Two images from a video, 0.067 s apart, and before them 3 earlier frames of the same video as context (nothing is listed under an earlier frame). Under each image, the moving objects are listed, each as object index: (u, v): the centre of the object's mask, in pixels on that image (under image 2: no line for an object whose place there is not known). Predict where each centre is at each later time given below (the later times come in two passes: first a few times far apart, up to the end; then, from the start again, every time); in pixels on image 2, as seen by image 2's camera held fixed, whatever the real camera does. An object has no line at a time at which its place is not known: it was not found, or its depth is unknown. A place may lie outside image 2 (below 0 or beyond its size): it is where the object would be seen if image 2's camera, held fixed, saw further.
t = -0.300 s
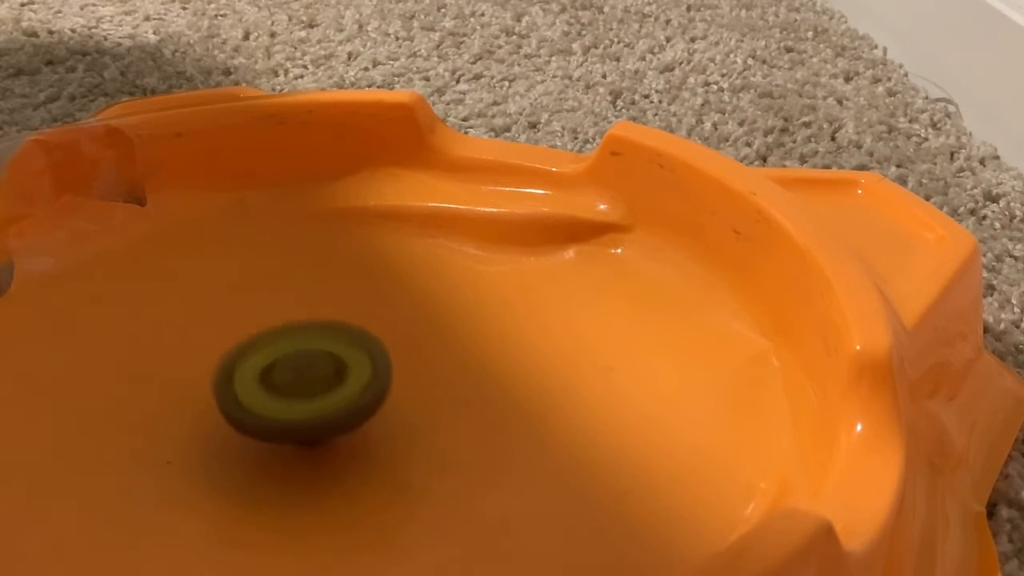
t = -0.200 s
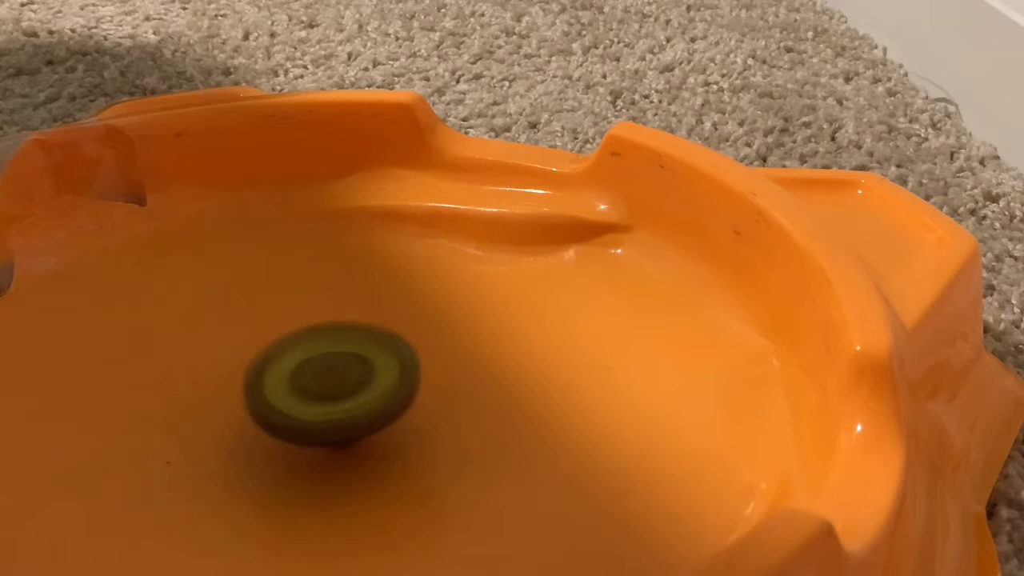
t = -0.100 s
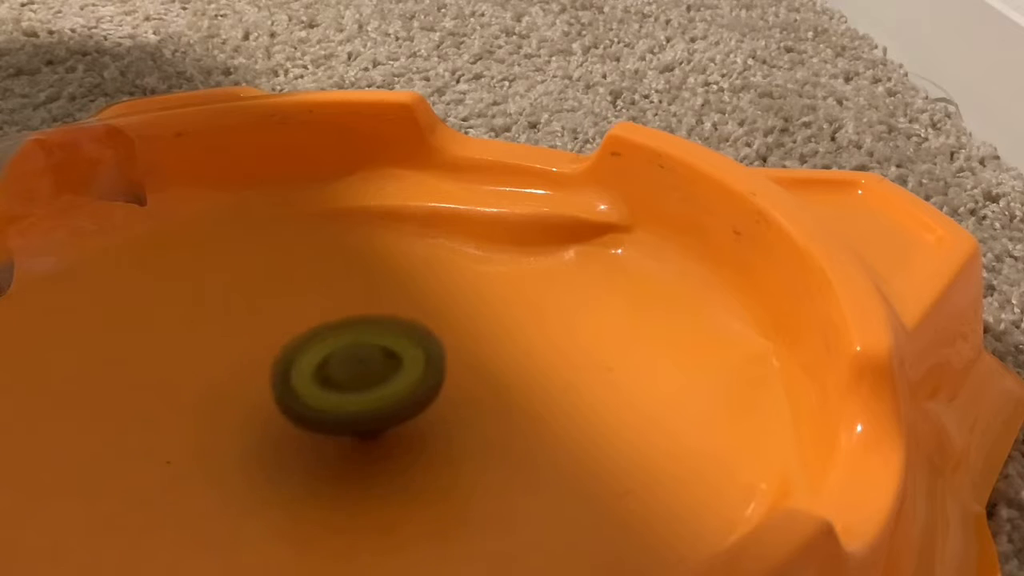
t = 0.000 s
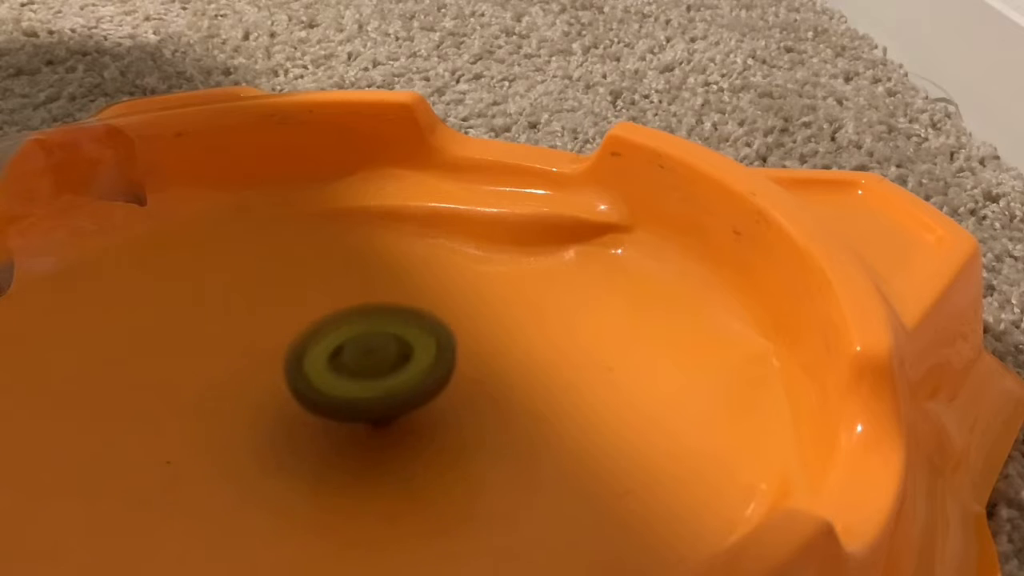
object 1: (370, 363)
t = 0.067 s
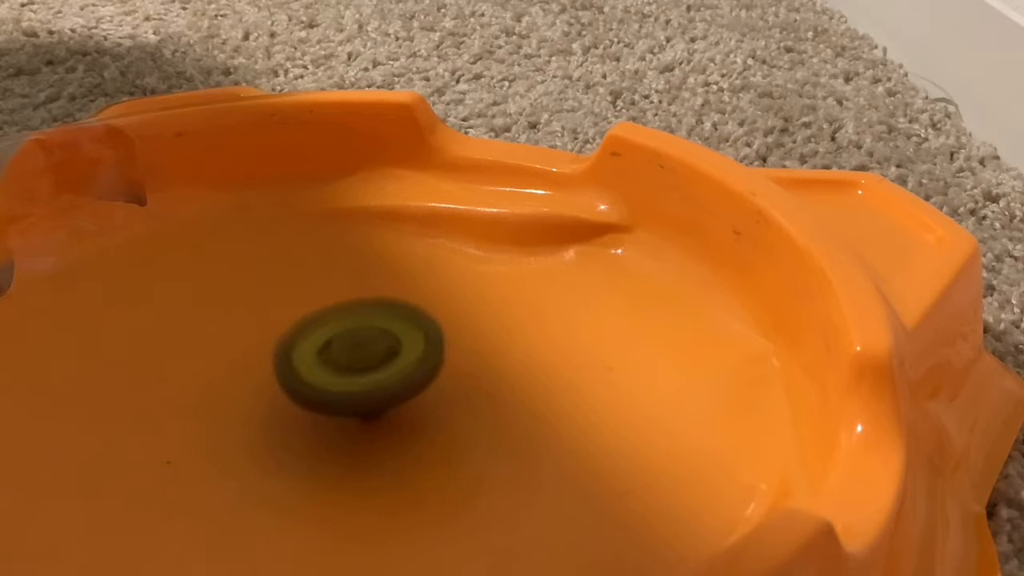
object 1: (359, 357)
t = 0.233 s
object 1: (306, 382)
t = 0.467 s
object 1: (305, 432)
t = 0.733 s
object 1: (371, 467)
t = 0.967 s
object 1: (411, 425)
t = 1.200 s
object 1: (308, 410)
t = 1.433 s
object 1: (186, 447)
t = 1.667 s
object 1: (126, 495)
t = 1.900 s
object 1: (181, 497)
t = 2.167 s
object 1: (223, 436)
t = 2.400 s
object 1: (149, 405)
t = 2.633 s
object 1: (82, 404)
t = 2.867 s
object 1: (82, 436)
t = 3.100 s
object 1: (196, 428)
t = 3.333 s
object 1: (299, 383)
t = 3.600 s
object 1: (286, 335)
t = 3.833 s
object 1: (228, 358)
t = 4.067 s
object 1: (259, 416)
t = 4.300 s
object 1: (366, 426)
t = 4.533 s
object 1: (418, 393)
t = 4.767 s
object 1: (344, 379)
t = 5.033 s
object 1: (243, 440)
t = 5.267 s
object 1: (267, 490)
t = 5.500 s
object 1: (344, 478)
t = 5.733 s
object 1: (309, 422)
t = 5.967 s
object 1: (196, 405)
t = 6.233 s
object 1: (80, 426)
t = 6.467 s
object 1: (80, 469)
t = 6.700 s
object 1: (188, 456)
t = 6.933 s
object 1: (273, 406)
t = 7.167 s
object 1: (271, 356)
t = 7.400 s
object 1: (234, 348)
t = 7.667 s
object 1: (204, 385)
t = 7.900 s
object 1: (265, 429)
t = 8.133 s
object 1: (361, 427)
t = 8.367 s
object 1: (392, 401)
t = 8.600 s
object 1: (346, 388)
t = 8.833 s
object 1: (256, 415)
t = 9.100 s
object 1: (217, 469)
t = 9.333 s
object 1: (256, 481)
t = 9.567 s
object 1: (301, 452)
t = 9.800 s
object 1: (260, 402)
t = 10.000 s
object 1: (184, 386)
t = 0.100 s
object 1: (349, 358)
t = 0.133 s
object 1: (337, 361)
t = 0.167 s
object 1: (325, 367)
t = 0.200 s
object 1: (315, 374)
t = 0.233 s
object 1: (306, 382)
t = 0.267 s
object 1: (299, 390)
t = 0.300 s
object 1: (295, 398)
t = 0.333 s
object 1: (294, 406)
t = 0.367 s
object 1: (295, 414)
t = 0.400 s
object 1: (297, 421)
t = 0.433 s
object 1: (301, 427)
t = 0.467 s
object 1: (305, 432)
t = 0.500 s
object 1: (308, 439)
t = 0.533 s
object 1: (312, 446)
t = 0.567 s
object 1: (317, 453)
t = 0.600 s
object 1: (325, 459)
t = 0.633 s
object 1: (334, 464)
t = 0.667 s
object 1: (346, 467)
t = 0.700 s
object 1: (358, 468)
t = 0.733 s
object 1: (371, 467)
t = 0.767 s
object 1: (383, 464)
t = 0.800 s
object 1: (395, 460)
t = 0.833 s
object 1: (404, 454)
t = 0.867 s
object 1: (411, 448)
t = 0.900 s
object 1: (415, 440)
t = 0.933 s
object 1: (415, 432)
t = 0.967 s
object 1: (411, 425)
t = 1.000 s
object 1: (403, 420)
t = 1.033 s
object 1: (391, 415)
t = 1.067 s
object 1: (376, 412)
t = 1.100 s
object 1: (359, 410)
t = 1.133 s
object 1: (342, 409)
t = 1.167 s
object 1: (325, 409)
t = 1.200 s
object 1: (308, 410)
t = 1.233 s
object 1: (291, 412)
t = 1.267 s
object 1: (272, 415)
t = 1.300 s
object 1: (254, 419)
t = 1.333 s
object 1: (236, 425)
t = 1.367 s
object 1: (219, 432)
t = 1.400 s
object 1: (202, 439)
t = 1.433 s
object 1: (186, 447)
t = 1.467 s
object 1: (170, 454)
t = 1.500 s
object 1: (157, 461)
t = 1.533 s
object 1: (145, 468)
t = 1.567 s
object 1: (136, 475)
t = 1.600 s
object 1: (130, 482)
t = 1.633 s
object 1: (127, 489)
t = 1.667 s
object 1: (126, 495)
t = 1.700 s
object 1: (128, 500)
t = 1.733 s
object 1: (133, 502)
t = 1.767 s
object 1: (140, 504)
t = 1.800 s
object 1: (148, 504)
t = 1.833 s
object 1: (158, 504)
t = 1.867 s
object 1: (169, 501)
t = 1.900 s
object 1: (181, 497)
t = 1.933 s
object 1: (192, 492)
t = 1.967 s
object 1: (203, 485)
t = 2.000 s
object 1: (214, 477)
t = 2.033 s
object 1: (221, 468)
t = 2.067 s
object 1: (226, 460)
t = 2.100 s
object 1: (228, 451)
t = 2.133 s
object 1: (227, 443)
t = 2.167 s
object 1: (223, 436)
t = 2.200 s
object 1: (215, 429)
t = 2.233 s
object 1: (206, 423)
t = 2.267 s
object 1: (197, 418)
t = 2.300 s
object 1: (186, 414)
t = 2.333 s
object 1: (174, 410)
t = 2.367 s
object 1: (162, 407)
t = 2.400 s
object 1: (149, 405)
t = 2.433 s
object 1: (135, 402)
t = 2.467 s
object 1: (123, 400)
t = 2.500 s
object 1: (112, 399)
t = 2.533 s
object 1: (101, 400)
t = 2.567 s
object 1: (93, 400)
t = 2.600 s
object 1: (87, 402)
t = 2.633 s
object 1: (82, 404)
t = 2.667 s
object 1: (78, 406)
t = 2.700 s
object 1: (73, 410)
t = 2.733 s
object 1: (72, 414)
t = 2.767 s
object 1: (71, 419)
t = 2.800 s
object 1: (72, 424)
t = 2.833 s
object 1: (76, 430)
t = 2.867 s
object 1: (82, 436)
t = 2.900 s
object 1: (91, 440)
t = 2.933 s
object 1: (104, 442)
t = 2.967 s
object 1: (121, 442)
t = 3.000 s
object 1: (140, 440)
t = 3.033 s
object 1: (159, 437)
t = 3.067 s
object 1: (177, 432)
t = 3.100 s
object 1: (196, 428)
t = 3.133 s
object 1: (214, 423)
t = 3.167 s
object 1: (232, 419)
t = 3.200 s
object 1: (248, 413)
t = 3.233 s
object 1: (265, 406)
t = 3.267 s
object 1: (279, 399)
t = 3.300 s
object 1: (291, 391)
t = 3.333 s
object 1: (299, 383)
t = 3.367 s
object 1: (304, 374)
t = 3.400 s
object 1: (306, 367)
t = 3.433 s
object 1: (305, 360)
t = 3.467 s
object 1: (304, 354)
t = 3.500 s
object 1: (302, 348)
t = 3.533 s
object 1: (299, 343)
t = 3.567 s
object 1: (294, 339)
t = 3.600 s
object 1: (286, 335)
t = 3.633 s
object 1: (278, 334)
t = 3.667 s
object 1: (269, 334)
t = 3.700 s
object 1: (260, 336)
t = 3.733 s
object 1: (250, 339)
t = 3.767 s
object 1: (241, 345)
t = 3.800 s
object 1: (234, 351)
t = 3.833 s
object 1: (228, 358)
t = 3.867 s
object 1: (224, 366)
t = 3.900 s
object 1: (222, 374)
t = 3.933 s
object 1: (226, 383)
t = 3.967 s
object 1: (232, 391)
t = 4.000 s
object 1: (239, 400)
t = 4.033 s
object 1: (248, 408)
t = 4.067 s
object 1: (259, 416)
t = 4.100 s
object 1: (274, 423)
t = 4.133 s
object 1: (288, 426)
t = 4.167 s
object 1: (306, 427)
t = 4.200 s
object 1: (323, 427)
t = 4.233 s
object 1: (338, 428)
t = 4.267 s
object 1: (352, 428)
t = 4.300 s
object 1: (366, 426)
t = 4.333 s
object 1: (380, 423)
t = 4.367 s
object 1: (391, 419)
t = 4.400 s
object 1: (400, 414)
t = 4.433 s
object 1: (408, 409)
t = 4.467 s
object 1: (414, 404)
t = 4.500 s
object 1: (417, 398)
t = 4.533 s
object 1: (418, 393)
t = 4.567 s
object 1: (415, 388)
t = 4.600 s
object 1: (408, 384)
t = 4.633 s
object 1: (399, 380)
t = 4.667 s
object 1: (387, 378)
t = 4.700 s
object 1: (373, 377)
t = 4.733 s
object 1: (359, 378)
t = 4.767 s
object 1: (344, 379)
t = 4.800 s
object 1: (327, 382)
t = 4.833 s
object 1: (311, 388)
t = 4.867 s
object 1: (296, 394)
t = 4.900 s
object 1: (283, 402)
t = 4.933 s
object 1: (270, 410)
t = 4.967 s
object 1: (258, 420)
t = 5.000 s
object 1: (249, 430)
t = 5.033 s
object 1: (243, 440)
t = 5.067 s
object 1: (238, 450)
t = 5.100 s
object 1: (239, 459)
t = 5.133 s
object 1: (241, 467)
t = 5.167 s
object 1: (245, 473)
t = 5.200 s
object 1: (251, 480)
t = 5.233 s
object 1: (258, 485)
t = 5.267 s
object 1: (267, 490)
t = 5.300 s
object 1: (276, 493)
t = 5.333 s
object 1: (288, 495)
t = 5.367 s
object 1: (300, 495)
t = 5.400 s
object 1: (314, 493)
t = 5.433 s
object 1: (324, 490)
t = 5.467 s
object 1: (335, 484)
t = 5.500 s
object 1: (344, 478)
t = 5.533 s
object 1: (352, 469)
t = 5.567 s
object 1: (354, 460)
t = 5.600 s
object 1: (352, 451)
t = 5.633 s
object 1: (346, 442)
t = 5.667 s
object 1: (336, 434)
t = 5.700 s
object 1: (323, 428)
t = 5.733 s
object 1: (309, 422)
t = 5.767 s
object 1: (296, 417)
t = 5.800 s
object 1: (282, 411)
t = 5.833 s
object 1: (266, 408)
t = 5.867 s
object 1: (248, 405)
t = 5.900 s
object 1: (230, 404)
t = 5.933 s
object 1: (212, 404)
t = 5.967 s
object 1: (196, 405)
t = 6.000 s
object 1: (179, 406)
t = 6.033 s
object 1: (163, 409)
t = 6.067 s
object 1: (146, 411)
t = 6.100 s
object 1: (129, 413)
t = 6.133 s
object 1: (114, 416)
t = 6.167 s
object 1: (99, 418)
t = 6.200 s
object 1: (88, 422)
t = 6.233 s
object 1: (80, 426)
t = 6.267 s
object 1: (74, 431)
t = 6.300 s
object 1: (70, 437)
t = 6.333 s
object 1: (68, 443)
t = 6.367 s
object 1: (67, 450)
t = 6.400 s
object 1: (70, 457)
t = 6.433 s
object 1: (74, 464)
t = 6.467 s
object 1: (80, 469)
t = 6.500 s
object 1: (89, 473)
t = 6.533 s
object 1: (99, 475)
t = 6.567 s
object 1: (115, 475)
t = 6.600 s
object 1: (134, 472)
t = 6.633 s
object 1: (152, 468)
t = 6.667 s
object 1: (170, 462)
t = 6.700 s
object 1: (188, 456)
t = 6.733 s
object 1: (203, 449)
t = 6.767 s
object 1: (217, 443)
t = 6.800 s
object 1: (231, 436)
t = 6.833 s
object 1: (244, 429)
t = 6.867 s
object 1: (255, 422)
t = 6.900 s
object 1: (265, 414)
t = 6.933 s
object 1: (273, 406)
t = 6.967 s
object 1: (279, 398)
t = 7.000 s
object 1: (283, 390)
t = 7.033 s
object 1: (285, 382)
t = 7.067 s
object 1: (284, 374)
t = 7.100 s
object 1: (280, 367)
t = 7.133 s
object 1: (276, 361)
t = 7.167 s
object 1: (271, 356)
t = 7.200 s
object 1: (265, 353)
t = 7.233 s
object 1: (260, 350)
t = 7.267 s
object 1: (254, 349)
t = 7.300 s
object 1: (249, 348)
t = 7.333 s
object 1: (244, 348)
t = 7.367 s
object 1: (239, 348)
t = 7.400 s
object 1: (234, 348)
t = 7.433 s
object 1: (228, 350)
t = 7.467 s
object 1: (222, 352)
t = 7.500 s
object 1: (215, 356)
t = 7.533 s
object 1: (209, 360)
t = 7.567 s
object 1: (204, 365)
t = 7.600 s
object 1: (201, 372)
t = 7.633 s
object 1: (202, 378)
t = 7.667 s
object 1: (204, 385)
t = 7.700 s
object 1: (206, 391)
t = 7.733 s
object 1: (211, 398)
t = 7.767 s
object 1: (219, 404)
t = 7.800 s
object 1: (228, 411)
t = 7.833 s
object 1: (239, 417)
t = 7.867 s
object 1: (252, 423)
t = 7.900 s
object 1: (265, 429)
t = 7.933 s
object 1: (281, 432)
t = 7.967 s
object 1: (297, 432)
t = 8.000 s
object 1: (312, 431)
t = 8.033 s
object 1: (325, 431)
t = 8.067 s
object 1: (337, 431)
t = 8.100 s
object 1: (350, 430)
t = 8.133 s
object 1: (361, 427)
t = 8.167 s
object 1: (371, 424)
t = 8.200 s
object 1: (379, 420)
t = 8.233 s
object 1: (386, 416)
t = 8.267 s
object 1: (390, 411)
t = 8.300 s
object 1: (392, 408)
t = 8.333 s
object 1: (392, 404)
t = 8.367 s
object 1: (392, 401)
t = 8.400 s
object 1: (389, 399)
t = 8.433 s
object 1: (385, 396)
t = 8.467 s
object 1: (381, 393)
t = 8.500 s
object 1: (374, 391)
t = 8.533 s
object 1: (366, 390)
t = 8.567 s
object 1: (356, 388)
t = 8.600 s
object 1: (346, 388)
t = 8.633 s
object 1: (334, 388)
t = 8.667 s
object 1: (320, 390)
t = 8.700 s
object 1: (307, 393)
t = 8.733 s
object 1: (294, 397)
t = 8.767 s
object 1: (281, 402)
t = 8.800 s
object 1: (269, 408)
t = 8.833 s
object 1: (256, 415)
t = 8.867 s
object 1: (246, 423)
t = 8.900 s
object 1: (236, 430)
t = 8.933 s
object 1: (228, 438)
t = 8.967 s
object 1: (222, 446)
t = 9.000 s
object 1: (218, 453)
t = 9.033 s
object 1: (217, 459)
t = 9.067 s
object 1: (216, 464)
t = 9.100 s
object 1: (217, 469)
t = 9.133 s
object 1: (220, 472)
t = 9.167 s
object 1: (224, 476)
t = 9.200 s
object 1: (230, 478)
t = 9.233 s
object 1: (236, 480)
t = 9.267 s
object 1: (242, 481)
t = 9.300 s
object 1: (249, 482)
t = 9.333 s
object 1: (256, 481)
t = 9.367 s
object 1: (264, 480)
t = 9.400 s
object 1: (272, 478)
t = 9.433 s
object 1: (280, 475)
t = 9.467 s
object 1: (288, 471)
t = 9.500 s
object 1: (294, 465)
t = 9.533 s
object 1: (299, 459)
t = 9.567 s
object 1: (301, 452)
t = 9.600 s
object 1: (301, 444)
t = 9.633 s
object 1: (297, 437)
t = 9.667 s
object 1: (292, 429)
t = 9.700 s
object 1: (286, 421)
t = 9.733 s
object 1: (279, 413)
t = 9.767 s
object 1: (270, 407)
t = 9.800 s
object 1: (260, 402)
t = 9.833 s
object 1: (249, 398)
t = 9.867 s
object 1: (237, 395)
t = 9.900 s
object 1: (222, 392)
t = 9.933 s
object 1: (209, 389)
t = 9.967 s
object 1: (196, 386)
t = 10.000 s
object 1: (184, 386)
